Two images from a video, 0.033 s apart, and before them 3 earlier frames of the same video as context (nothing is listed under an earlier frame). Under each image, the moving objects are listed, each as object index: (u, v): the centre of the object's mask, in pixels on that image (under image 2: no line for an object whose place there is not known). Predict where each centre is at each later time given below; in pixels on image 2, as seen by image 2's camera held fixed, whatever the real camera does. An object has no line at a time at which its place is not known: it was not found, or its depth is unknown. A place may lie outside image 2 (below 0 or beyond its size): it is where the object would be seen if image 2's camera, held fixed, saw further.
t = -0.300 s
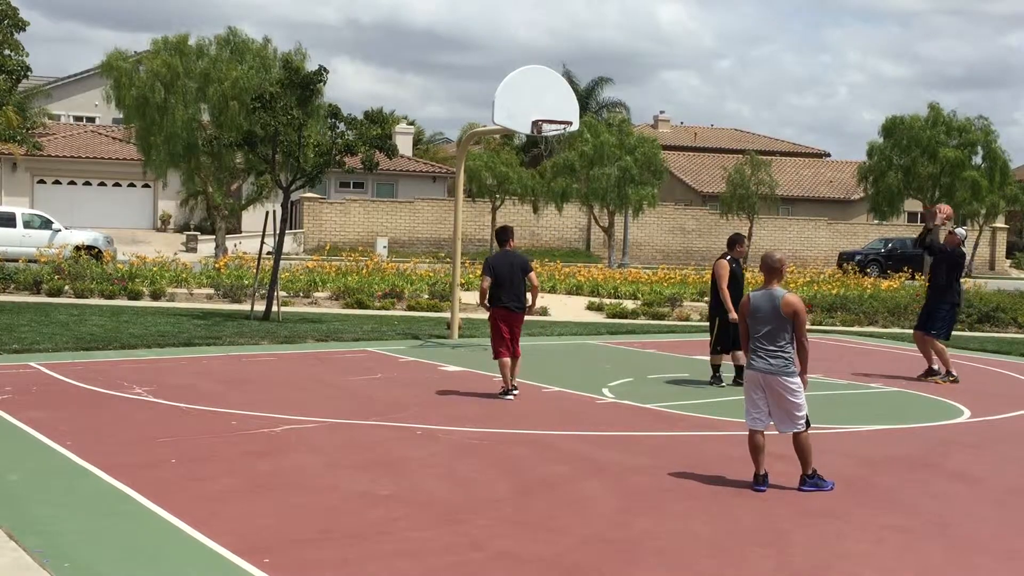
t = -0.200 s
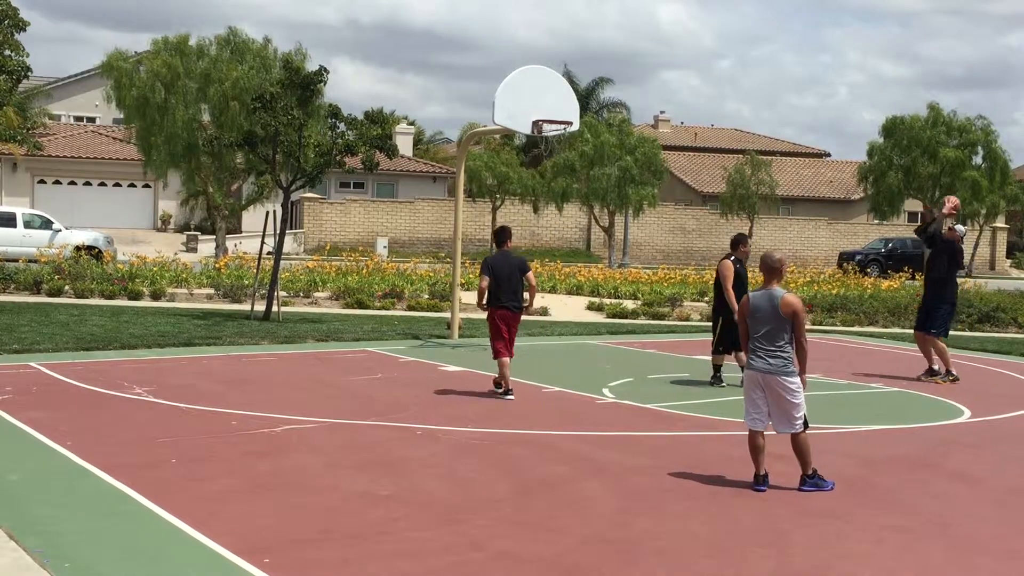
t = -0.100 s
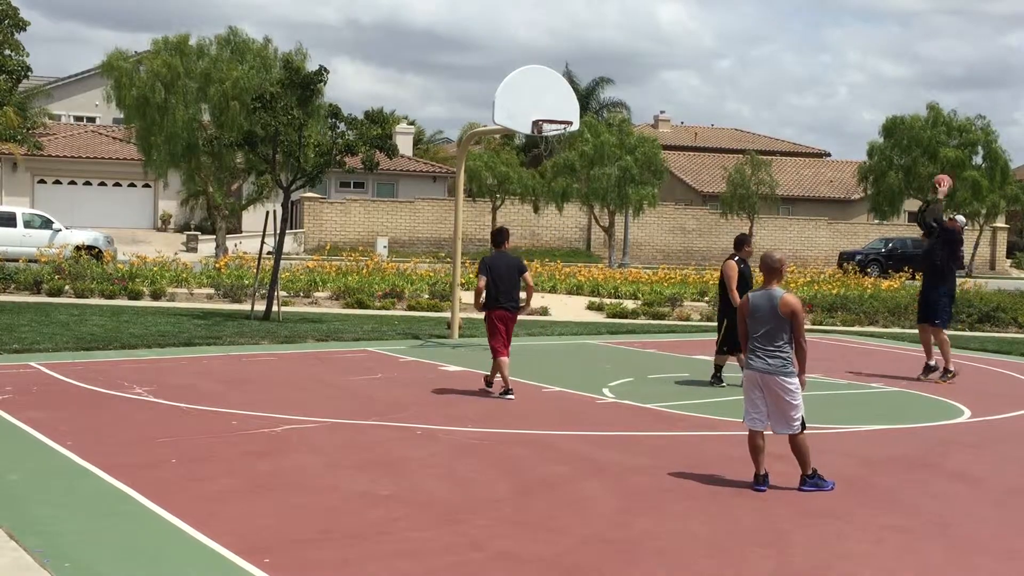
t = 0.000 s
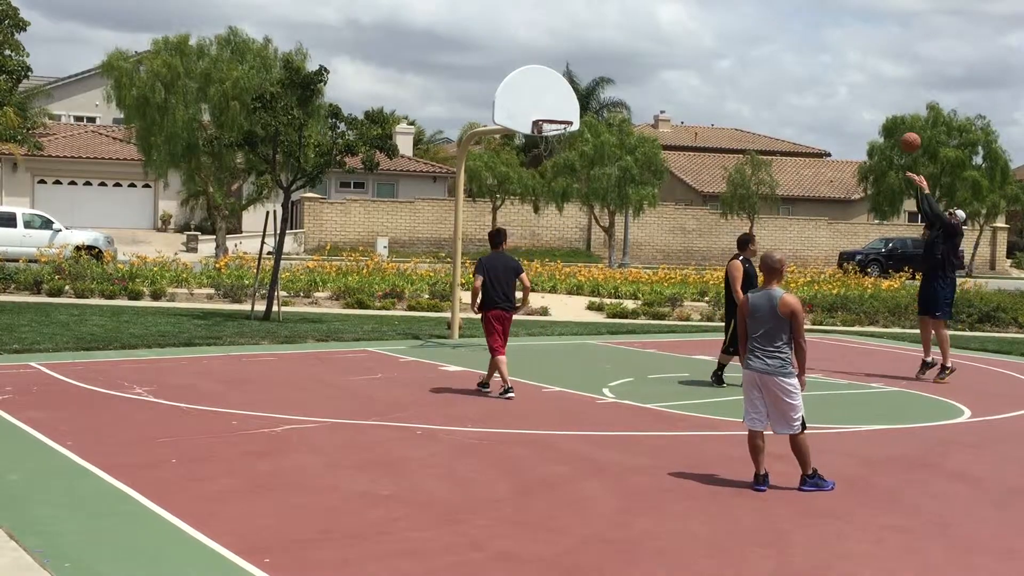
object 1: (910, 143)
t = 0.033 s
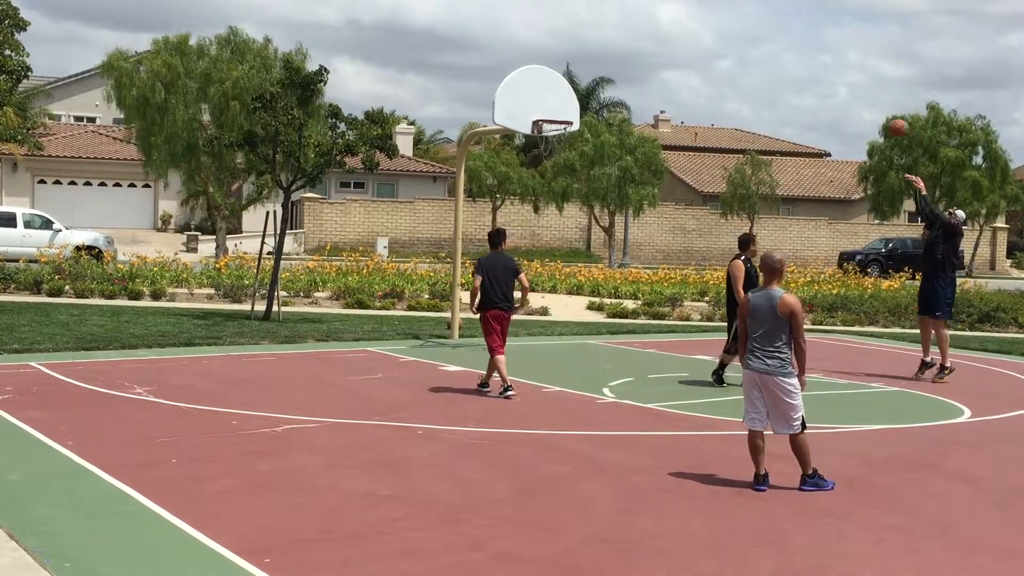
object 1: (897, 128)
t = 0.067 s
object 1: (883, 116)
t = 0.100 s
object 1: (873, 105)
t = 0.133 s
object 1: (861, 95)
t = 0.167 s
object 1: (849, 85)
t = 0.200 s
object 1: (837, 77)
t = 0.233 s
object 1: (825, 69)
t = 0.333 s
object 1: (790, 53)
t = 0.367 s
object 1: (778, 49)
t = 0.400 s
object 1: (766, 46)
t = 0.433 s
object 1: (753, 43)
